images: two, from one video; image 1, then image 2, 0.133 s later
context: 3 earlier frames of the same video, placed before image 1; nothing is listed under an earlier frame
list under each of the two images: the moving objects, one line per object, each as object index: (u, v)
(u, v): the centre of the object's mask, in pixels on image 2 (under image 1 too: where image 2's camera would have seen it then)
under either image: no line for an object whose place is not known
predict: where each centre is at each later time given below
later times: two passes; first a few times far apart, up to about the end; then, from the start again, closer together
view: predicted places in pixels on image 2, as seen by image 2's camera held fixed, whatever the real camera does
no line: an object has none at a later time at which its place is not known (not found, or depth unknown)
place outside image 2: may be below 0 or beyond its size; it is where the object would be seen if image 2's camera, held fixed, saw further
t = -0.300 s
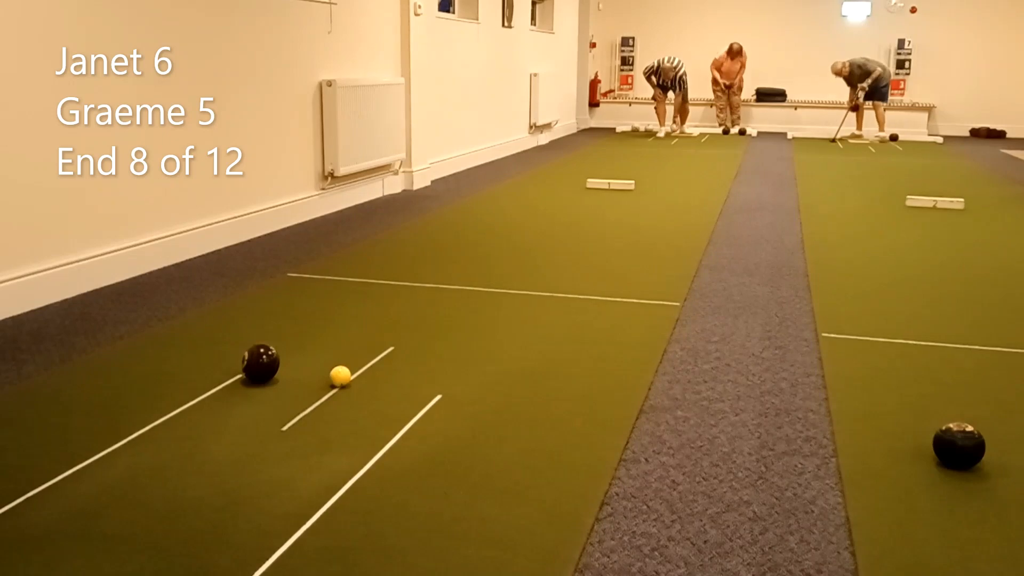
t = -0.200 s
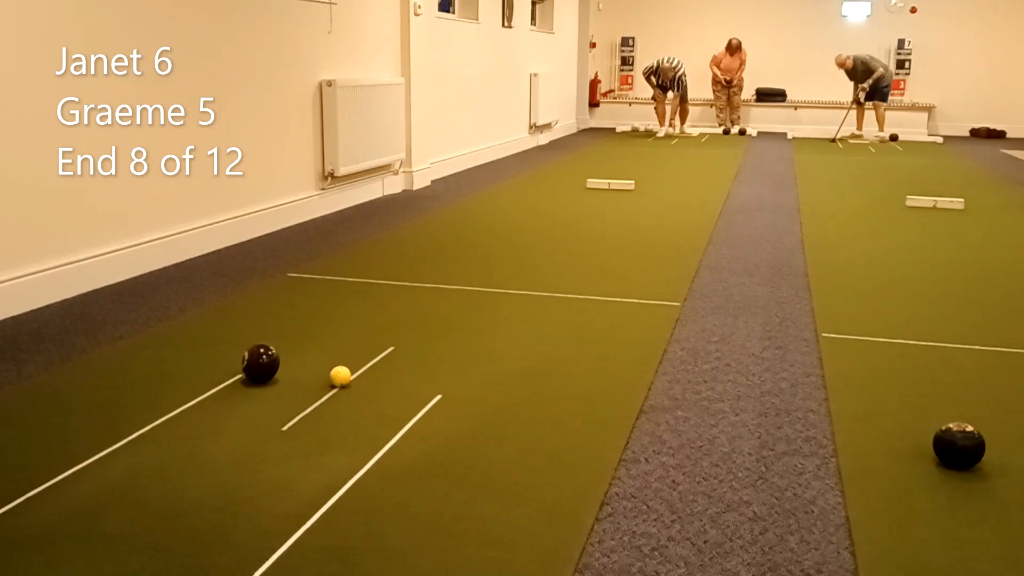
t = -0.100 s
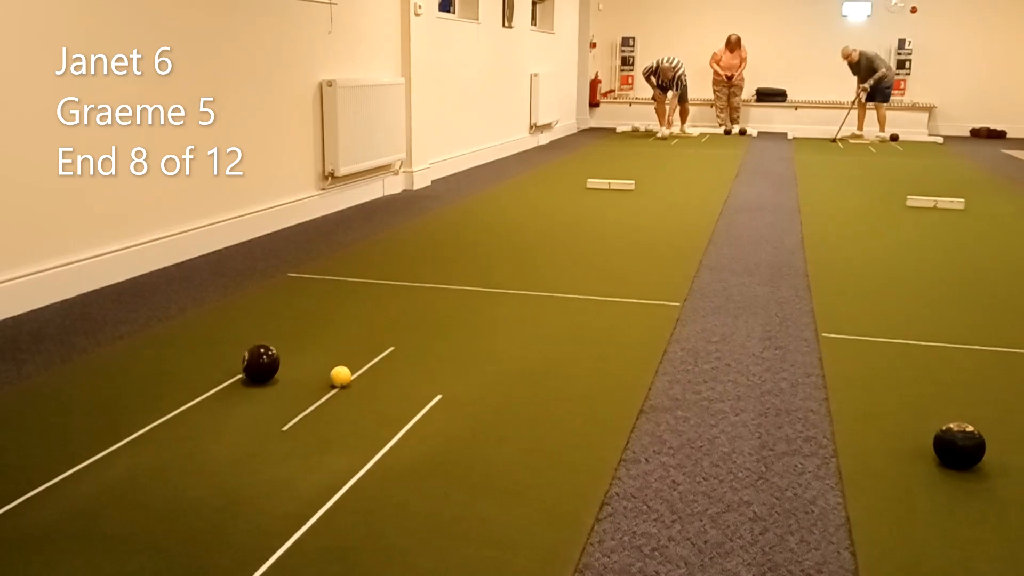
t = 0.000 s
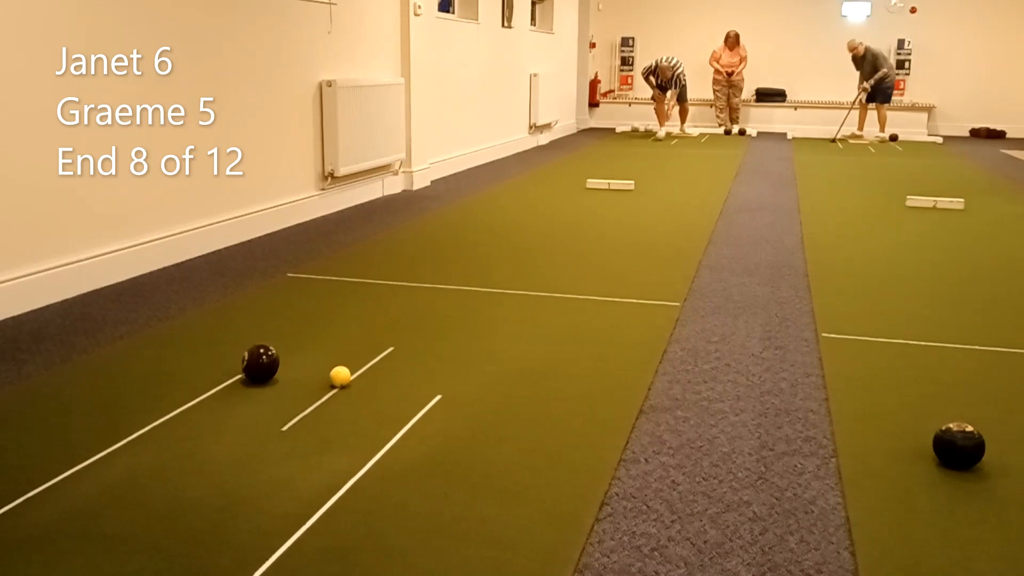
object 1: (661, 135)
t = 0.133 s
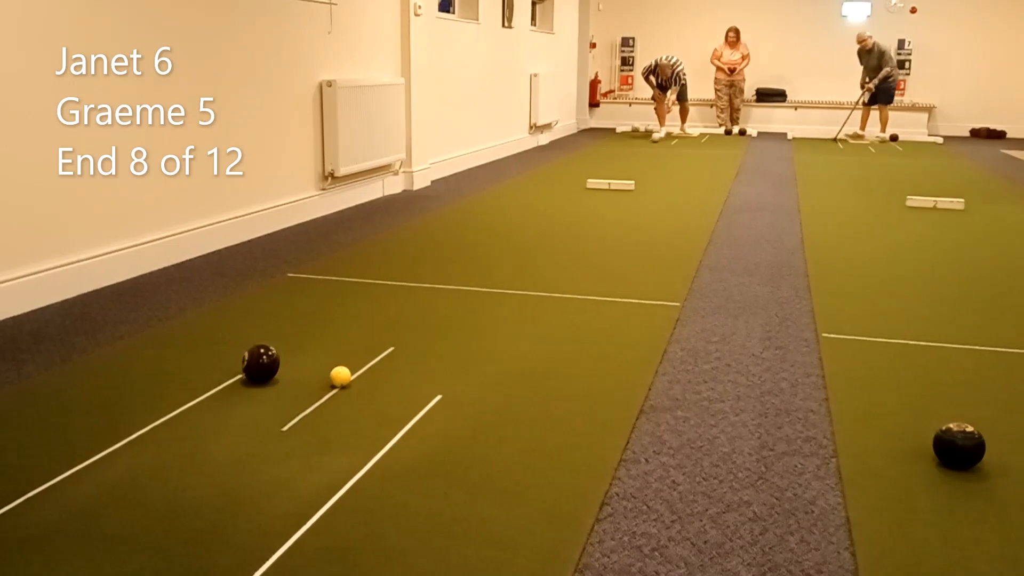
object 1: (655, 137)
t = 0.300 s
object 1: (649, 139)
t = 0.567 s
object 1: (638, 143)
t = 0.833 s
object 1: (627, 147)
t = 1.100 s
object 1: (615, 151)
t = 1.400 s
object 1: (602, 155)
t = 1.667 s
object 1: (590, 160)
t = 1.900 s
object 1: (579, 164)
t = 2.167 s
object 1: (567, 169)
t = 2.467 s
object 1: (552, 175)
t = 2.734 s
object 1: (539, 180)
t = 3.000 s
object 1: (525, 186)
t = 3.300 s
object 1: (510, 193)
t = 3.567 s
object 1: (496, 200)
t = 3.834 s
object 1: (482, 207)
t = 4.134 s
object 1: (467, 216)
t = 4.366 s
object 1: (455, 223)
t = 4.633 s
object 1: (443, 231)
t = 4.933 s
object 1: (431, 241)
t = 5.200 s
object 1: (421, 251)
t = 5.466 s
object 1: (413, 261)
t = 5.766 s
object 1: (405, 273)
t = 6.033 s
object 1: (398, 283)
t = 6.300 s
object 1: (392, 294)
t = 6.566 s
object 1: (389, 304)
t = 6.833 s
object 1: (385, 315)
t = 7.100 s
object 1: (383, 325)
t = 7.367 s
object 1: (386, 334)
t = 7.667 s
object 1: (389, 343)
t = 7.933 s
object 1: (393, 351)
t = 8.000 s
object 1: (394, 353)
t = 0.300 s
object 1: (649, 139)
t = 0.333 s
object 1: (647, 140)
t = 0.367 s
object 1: (646, 141)
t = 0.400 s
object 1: (644, 141)
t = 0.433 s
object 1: (643, 141)
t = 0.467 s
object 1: (642, 142)
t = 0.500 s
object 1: (640, 142)
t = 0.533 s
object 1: (639, 143)
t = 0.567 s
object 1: (638, 143)
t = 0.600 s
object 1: (636, 144)
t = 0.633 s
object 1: (635, 144)
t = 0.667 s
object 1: (634, 144)
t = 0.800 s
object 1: (628, 146)
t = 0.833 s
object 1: (627, 147)
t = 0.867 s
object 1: (625, 147)
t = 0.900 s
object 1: (624, 148)
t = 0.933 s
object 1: (622, 148)
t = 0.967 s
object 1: (621, 149)
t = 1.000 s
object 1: (620, 149)
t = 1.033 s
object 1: (618, 150)
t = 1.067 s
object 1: (617, 150)
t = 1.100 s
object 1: (615, 151)
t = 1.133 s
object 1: (614, 151)
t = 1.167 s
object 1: (612, 152)
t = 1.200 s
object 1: (611, 152)
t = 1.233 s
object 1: (609, 153)
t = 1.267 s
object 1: (608, 153)
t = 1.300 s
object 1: (606, 154)
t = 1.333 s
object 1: (605, 154)
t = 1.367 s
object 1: (604, 155)
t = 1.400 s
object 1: (602, 155)
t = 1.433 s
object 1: (601, 156)
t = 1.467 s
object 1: (599, 157)
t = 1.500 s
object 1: (598, 157)
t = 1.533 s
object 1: (596, 158)
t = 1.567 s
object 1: (595, 158)
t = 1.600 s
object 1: (593, 158)
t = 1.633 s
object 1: (592, 159)
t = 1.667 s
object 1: (590, 160)
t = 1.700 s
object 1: (589, 160)
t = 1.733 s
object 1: (587, 161)
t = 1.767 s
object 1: (586, 161)
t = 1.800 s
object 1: (584, 162)
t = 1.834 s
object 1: (582, 163)
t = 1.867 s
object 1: (581, 163)
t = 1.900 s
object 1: (579, 164)
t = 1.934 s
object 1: (578, 165)
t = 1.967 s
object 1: (576, 165)
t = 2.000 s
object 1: (575, 166)
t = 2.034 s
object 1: (573, 166)
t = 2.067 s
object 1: (571, 167)
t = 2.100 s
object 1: (570, 168)
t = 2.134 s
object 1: (568, 168)
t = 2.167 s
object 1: (567, 169)
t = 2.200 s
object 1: (565, 170)
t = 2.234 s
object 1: (564, 170)
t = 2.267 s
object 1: (562, 171)
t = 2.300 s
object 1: (560, 172)
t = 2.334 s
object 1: (559, 172)
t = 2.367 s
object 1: (557, 173)
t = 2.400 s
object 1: (556, 173)
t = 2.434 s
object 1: (554, 174)
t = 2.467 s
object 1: (552, 175)
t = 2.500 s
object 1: (550, 175)
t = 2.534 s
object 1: (549, 176)
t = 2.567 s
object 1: (547, 177)
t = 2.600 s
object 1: (546, 178)
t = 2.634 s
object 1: (544, 178)
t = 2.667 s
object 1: (542, 179)
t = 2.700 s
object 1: (541, 180)
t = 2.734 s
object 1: (539, 180)
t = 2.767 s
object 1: (537, 181)
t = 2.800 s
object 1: (536, 182)
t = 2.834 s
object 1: (534, 183)
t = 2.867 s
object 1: (532, 183)
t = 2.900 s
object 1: (531, 184)
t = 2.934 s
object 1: (529, 185)
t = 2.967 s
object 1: (527, 186)
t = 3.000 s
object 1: (525, 186)
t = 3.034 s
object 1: (524, 187)
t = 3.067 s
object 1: (522, 188)
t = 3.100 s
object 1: (520, 189)
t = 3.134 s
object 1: (518, 190)
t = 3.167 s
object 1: (517, 190)
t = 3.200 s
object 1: (515, 191)
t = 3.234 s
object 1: (514, 192)
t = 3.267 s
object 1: (512, 193)
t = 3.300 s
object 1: (510, 193)
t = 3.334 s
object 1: (508, 194)
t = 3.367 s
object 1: (506, 195)
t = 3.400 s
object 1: (505, 196)
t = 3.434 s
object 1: (503, 197)
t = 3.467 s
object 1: (501, 198)
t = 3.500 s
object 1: (499, 199)
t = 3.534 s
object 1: (498, 200)
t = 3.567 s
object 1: (496, 200)
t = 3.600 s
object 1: (494, 201)
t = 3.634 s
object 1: (493, 202)
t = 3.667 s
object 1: (491, 203)
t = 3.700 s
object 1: (489, 204)
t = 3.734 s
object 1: (488, 205)
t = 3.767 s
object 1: (486, 206)
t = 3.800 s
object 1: (484, 207)
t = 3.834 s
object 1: (482, 207)
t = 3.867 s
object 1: (480, 208)
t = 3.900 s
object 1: (479, 209)
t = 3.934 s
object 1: (477, 210)
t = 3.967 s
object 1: (475, 211)
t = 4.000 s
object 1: (474, 212)
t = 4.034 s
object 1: (472, 213)
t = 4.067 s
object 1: (470, 214)
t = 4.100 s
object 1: (469, 215)
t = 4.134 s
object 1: (467, 216)
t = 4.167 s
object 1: (465, 217)
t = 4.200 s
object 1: (463, 218)
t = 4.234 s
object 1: (462, 219)
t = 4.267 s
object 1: (460, 220)
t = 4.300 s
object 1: (458, 221)
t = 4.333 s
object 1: (457, 222)
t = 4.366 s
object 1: (455, 223)
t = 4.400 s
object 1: (454, 224)
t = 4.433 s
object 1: (452, 225)
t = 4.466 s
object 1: (450, 226)
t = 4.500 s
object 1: (449, 227)
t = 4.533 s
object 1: (448, 228)
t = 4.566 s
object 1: (446, 229)
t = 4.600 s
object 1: (445, 230)
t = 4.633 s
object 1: (443, 231)
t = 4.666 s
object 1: (442, 232)
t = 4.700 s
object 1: (440, 233)
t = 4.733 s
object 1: (439, 235)
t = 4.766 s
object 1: (438, 236)
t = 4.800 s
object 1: (436, 237)
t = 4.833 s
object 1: (435, 238)
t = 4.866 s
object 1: (434, 239)
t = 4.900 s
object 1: (432, 240)
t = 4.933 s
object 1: (431, 241)
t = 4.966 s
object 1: (430, 243)
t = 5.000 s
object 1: (428, 244)
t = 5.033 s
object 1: (427, 245)
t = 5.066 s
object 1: (426, 246)
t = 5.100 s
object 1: (425, 247)
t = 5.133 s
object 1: (424, 249)
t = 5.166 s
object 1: (423, 250)
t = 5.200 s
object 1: (421, 251)
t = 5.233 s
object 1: (420, 252)
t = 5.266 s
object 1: (419, 254)
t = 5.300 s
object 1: (418, 255)
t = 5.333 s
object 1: (417, 256)
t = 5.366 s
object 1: (416, 257)
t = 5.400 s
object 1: (415, 258)
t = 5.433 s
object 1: (414, 259)
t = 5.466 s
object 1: (413, 261)
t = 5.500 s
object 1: (412, 262)
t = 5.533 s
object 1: (411, 264)
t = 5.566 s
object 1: (410, 265)
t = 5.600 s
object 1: (409, 266)
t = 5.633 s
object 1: (408, 267)
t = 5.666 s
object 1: (407, 268)
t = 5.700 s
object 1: (407, 270)
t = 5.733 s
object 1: (405, 271)
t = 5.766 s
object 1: (405, 273)
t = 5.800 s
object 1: (403, 274)
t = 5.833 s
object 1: (402, 275)
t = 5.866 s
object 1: (402, 276)
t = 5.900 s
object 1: (401, 278)
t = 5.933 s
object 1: (400, 279)
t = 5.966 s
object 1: (399, 280)
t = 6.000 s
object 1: (399, 282)
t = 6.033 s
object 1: (398, 283)
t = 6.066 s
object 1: (398, 285)
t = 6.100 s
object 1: (397, 286)
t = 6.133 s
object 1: (397, 287)
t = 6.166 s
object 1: (396, 288)
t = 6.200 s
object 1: (395, 290)
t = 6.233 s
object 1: (394, 291)
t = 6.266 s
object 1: (393, 293)
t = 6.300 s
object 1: (392, 294)
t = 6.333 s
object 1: (392, 296)
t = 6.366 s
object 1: (392, 297)
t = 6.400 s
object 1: (391, 298)
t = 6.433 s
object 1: (391, 299)
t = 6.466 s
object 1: (390, 300)
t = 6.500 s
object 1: (390, 302)
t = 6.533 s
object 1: (389, 303)
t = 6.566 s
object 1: (389, 304)
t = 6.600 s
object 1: (388, 306)
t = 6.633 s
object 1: (388, 307)
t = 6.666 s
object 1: (387, 308)
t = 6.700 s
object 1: (387, 309)
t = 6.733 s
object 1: (386, 311)
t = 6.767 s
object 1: (386, 312)
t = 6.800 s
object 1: (385, 313)
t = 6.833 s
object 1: (385, 315)
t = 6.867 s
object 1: (384, 316)
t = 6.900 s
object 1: (384, 318)
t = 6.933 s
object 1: (384, 318)
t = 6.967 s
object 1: (384, 320)
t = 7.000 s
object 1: (384, 321)
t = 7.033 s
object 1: (383, 322)
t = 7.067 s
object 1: (383, 324)
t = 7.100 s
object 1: (383, 325)
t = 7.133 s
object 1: (383, 326)
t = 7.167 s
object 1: (384, 327)
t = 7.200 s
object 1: (384, 328)
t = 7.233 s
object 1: (384, 329)
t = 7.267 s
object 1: (384, 331)
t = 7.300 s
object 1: (385, 332)
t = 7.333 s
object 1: (385, 333)
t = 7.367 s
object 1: (386, 334)
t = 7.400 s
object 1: (386, 335)
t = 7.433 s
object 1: (386, 336)
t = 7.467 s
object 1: (387, 337)
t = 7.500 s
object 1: (387, 338)
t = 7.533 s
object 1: (388, 339)
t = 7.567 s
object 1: (389, 340)
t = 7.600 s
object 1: (389, 341)
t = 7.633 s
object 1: (389, 342)
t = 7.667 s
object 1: (389, 343)
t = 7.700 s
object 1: (390, 345)
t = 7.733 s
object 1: (390, 345)
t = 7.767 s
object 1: (391, 347)
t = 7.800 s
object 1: (391, 348)
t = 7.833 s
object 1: (391, 349)
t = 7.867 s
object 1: (392, 350)
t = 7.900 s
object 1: (392, 350)
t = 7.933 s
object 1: (393, 351)
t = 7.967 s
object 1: (393, 352)
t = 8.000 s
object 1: (394, 353)
